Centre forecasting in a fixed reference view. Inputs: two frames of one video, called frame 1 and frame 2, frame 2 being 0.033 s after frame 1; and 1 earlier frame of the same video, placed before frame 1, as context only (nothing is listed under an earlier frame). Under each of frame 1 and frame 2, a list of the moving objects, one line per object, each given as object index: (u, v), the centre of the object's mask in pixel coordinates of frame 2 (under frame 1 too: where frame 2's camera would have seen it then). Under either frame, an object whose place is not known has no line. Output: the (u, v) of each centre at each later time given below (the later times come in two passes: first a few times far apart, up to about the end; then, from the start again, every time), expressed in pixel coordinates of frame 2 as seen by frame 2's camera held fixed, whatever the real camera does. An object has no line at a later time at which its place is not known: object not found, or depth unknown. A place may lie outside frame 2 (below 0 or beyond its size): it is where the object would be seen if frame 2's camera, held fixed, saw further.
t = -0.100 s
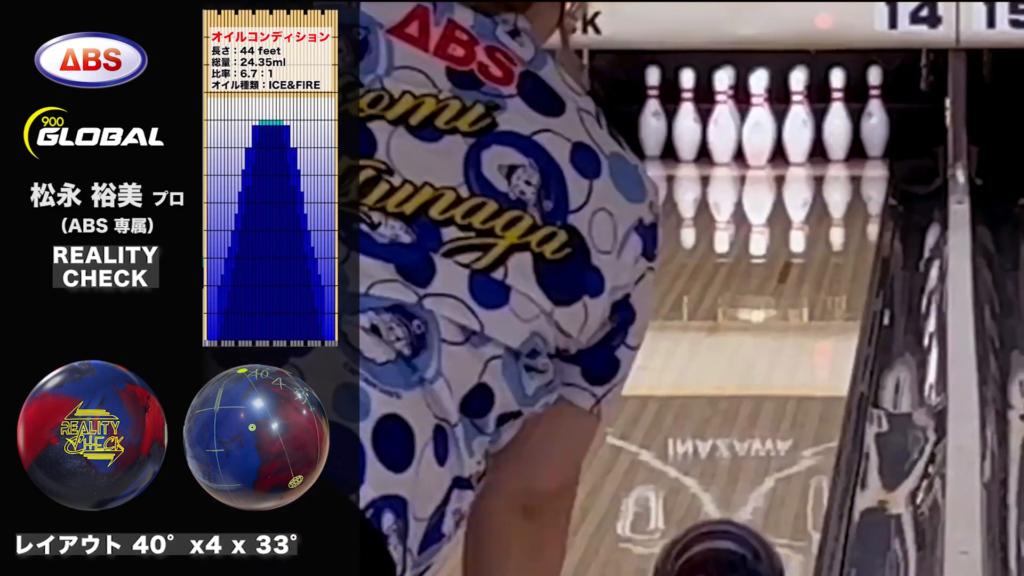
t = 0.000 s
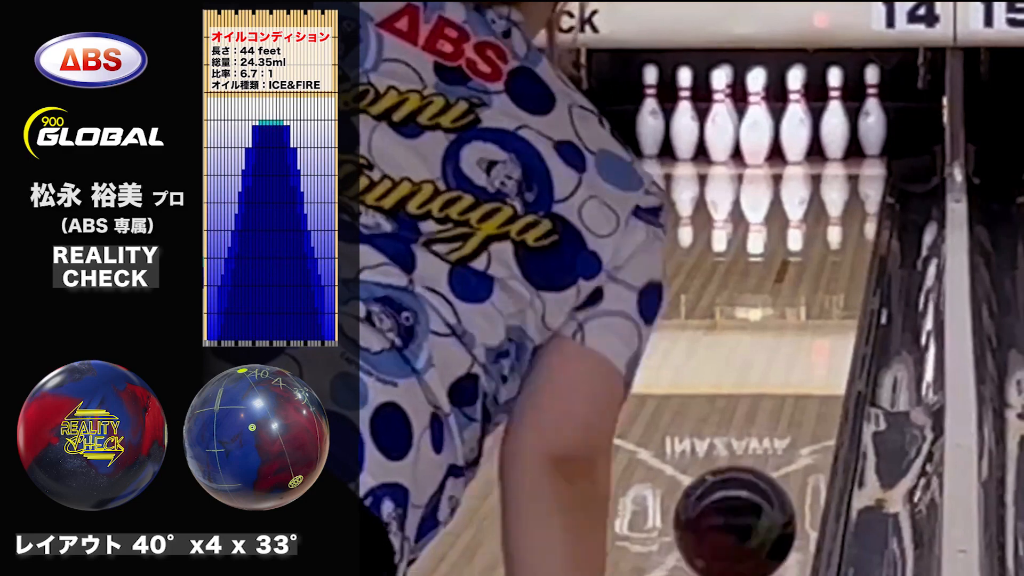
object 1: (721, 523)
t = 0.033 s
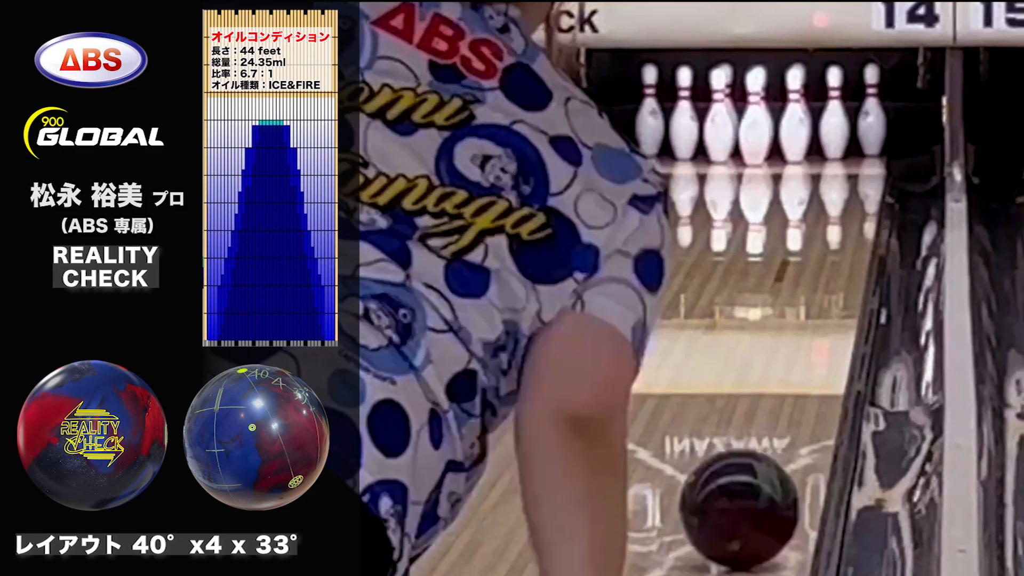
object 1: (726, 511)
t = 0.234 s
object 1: (746, 424)
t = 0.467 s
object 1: (770, 344)
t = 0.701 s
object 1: (793, 287)
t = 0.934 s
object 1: (805, 241)
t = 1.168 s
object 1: (806, 204)
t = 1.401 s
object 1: (803, 171)
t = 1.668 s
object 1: (797, 150)
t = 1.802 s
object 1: (797, 143)
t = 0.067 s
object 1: (731, 494)
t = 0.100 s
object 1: (739, 478)
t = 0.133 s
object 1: (742, 463)
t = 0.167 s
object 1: (744, 448)
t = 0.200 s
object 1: (742, 437)
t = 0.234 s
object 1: (746, 424)
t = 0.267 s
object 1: (758, 413)
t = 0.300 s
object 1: (760, 400)
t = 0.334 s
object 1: (758, 384)
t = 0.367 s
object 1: (766, 377)
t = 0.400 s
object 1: (771, 366)
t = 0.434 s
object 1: (774, 356)
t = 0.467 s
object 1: (770, 344)
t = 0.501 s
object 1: (772, 336)
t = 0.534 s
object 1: (782, 328)
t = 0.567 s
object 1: (779, 320)
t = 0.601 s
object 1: (788, 312)
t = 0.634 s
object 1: (789, 304)
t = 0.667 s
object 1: (790, 294)
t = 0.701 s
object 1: (793, 287)
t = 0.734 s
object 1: (795, 280)
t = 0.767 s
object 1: (798, 273)
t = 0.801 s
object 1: (799, 266)
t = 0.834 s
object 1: (801, 259)
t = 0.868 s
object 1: (802, 253)
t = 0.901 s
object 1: (805, 247)
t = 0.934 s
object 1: (805, 241)
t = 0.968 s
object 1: (807, 233)
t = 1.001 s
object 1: (808, 228)
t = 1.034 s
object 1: (809, 222)
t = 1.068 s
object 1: (811, 217)
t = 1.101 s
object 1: (805, 212)
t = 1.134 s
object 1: (812, 207)
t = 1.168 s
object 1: (806, 204)
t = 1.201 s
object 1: (805, 196)
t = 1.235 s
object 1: (805, 195)
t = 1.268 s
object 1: (807, 191)
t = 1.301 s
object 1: (813, 185)
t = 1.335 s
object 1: (805, 183)
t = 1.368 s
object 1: (810, 178)
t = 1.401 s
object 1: (803, 171)
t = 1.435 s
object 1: (808, 171)
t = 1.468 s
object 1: (808, 167)
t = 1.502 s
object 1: (807, 163)
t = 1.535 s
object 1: (806, 161)
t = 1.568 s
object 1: (802, 158)
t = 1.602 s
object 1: (796, 154)
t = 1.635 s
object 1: (794, 153)
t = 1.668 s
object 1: (797, 150)
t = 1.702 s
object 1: (795, 147)
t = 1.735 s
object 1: (793, 145)
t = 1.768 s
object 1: (790, 144)
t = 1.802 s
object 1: (797, 143)
